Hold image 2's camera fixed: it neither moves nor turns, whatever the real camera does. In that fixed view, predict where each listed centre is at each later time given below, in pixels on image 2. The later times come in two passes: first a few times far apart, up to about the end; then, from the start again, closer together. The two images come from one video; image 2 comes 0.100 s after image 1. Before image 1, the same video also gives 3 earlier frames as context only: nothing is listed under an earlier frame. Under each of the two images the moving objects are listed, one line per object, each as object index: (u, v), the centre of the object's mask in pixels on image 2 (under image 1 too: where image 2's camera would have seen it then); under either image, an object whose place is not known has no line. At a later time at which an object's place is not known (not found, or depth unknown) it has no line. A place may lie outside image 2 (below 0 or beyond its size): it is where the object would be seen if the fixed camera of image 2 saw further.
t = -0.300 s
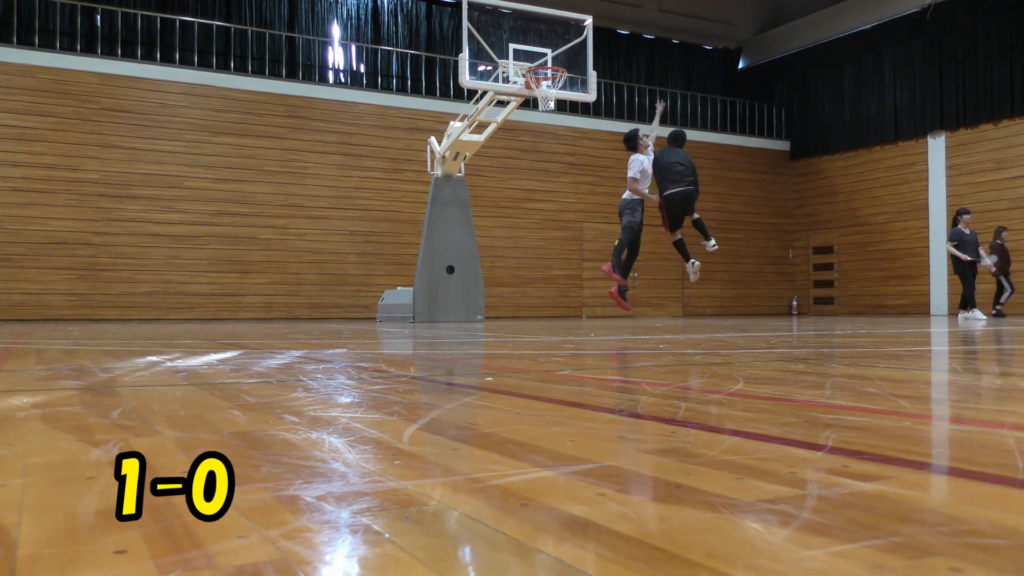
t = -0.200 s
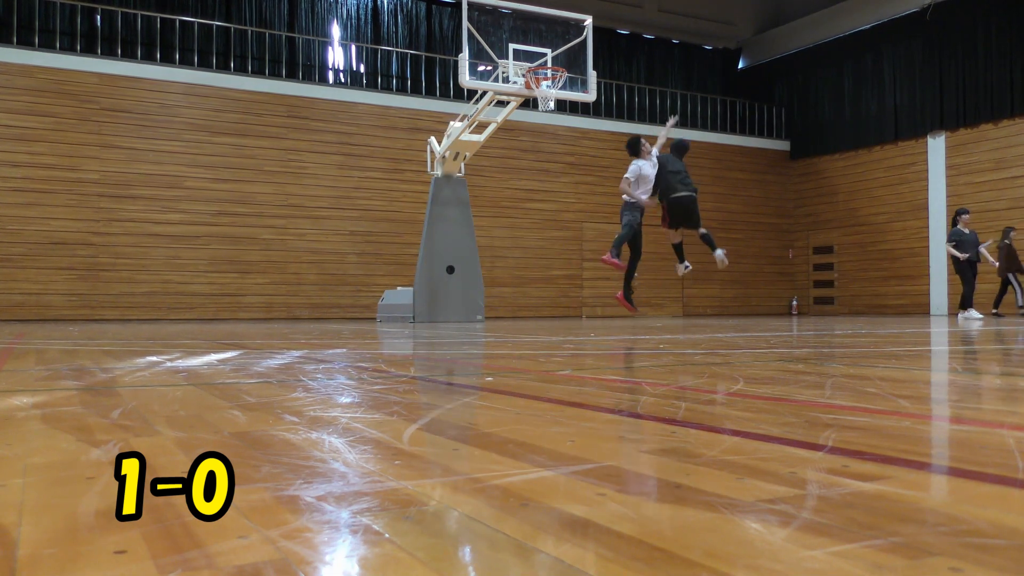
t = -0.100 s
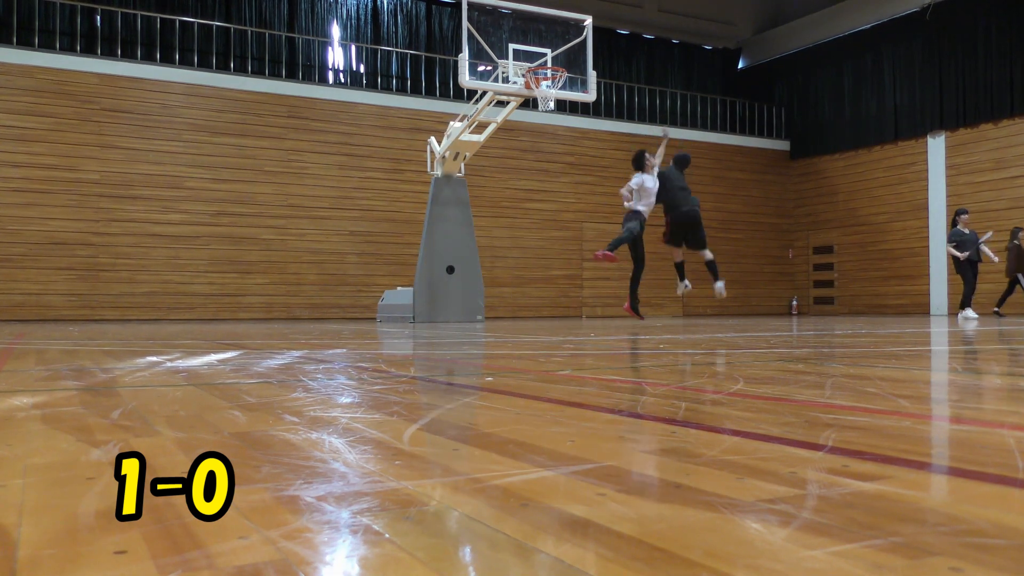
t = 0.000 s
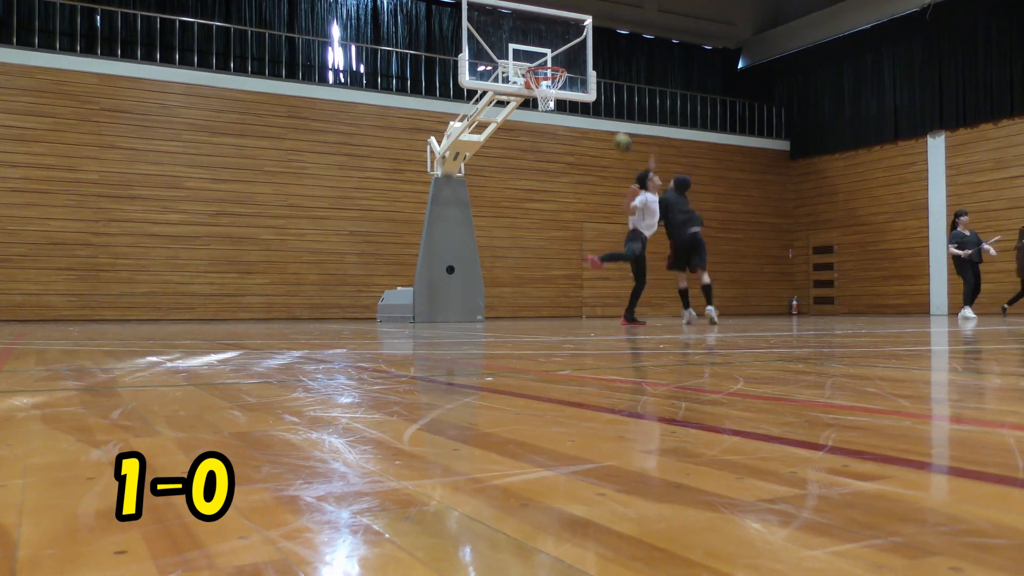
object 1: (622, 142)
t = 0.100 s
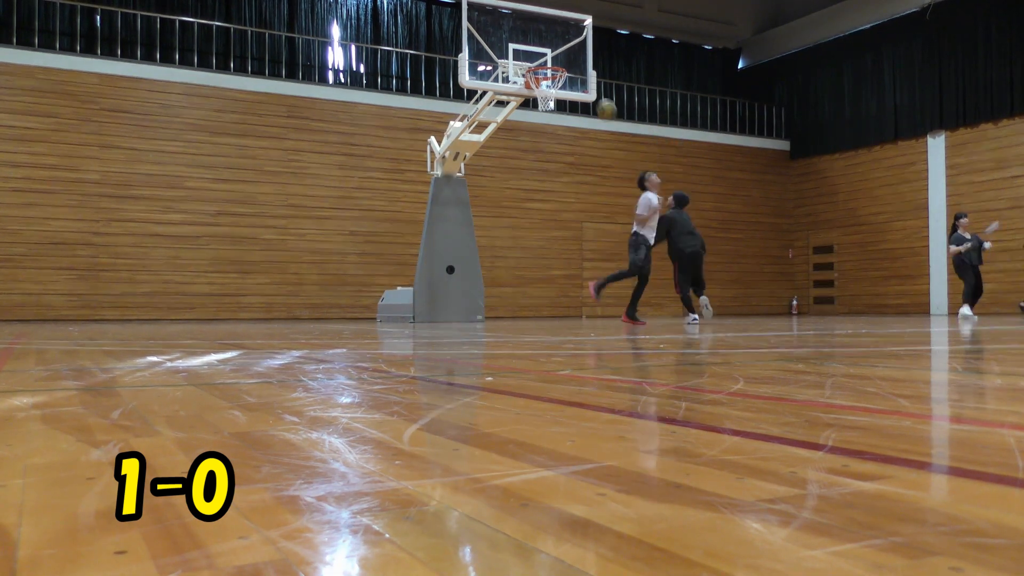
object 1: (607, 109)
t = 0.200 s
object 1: (591, 84)
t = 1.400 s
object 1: (557, 141)
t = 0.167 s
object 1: (596, 92)
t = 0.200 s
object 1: (591, 84)
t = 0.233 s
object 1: (586, 77)
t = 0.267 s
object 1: (581, 71)
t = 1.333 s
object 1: (554, 125)
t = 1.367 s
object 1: (555, 133)
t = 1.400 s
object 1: (557, 141)
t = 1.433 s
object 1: (558, 150)
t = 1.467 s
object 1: (560, 161)
